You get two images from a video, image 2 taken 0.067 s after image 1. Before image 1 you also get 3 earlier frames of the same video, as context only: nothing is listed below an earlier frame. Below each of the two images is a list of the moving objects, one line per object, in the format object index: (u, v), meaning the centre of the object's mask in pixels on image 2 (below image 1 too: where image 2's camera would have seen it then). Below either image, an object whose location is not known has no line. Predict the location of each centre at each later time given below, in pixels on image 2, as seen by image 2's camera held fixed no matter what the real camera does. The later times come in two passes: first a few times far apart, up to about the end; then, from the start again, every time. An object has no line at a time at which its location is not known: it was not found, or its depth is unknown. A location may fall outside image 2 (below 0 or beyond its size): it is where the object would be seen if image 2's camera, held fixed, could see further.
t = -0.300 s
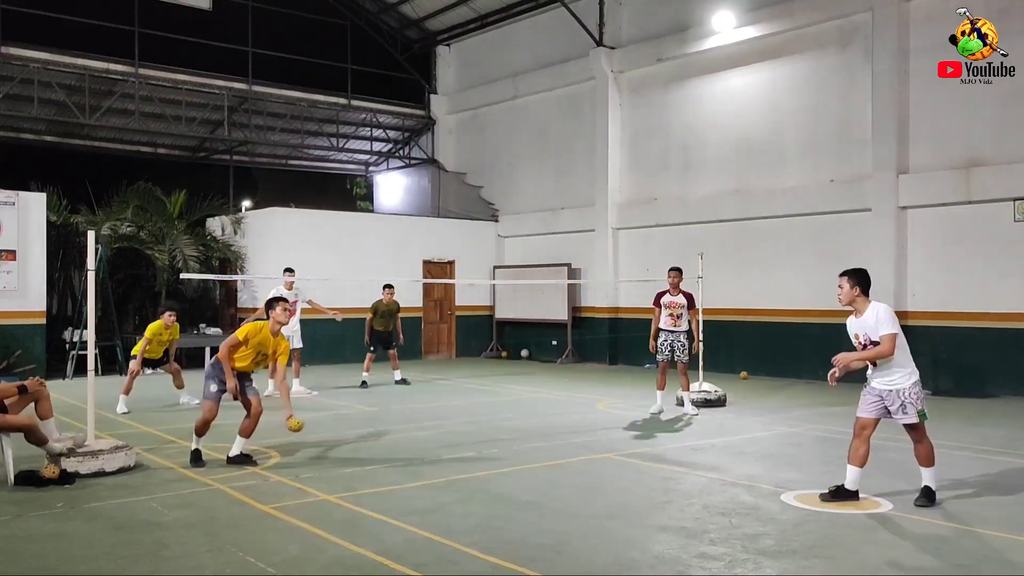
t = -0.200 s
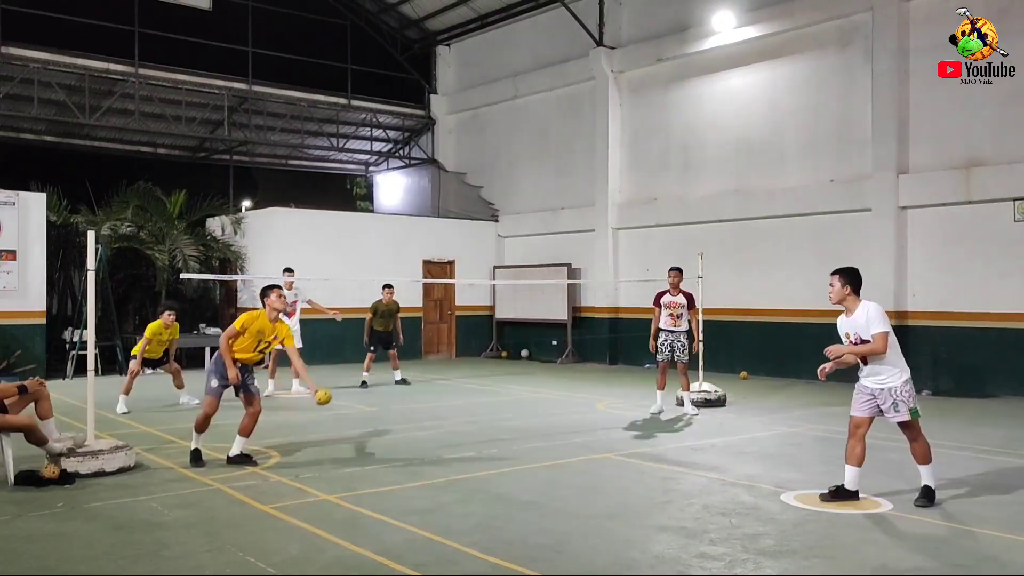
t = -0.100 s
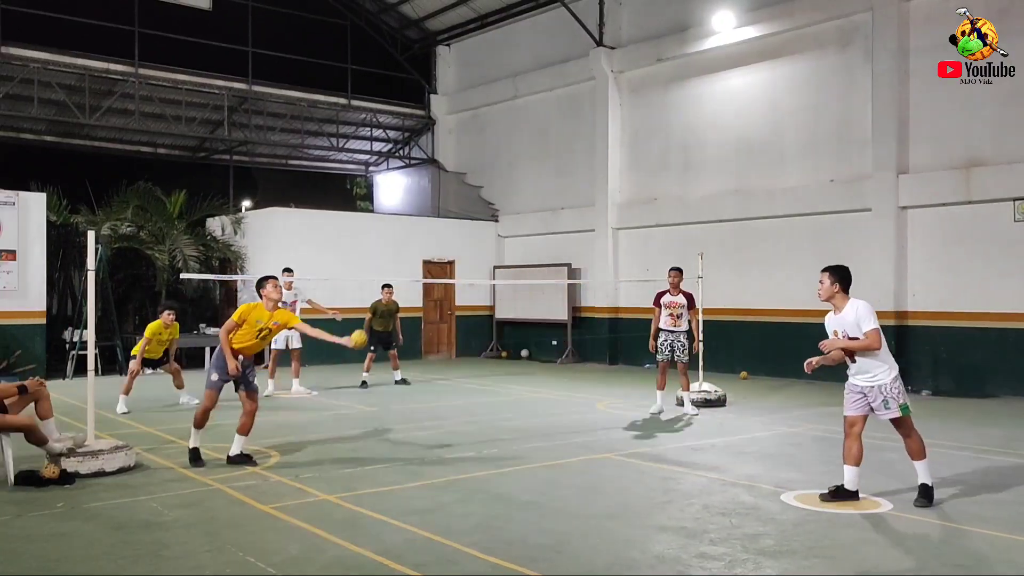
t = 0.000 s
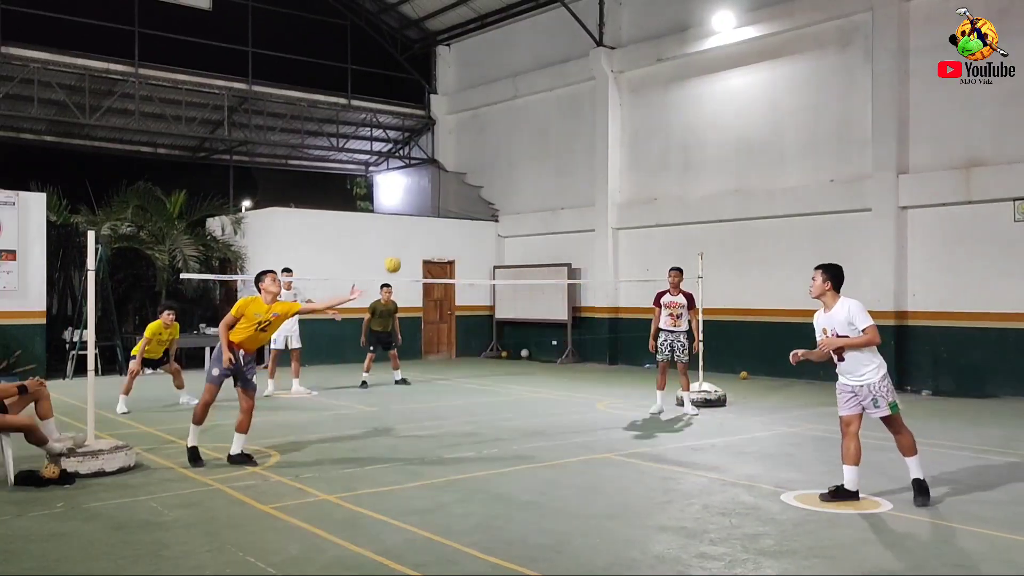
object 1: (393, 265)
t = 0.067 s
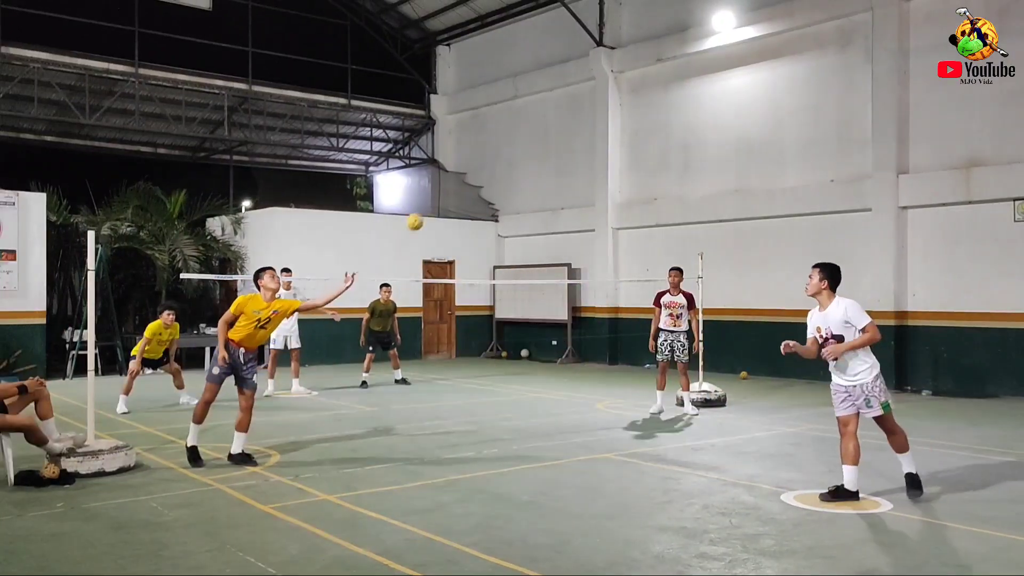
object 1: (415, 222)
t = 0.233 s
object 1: (469, 138)
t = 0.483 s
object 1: (557, 75)
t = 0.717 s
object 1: (643, 91)
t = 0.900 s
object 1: (714, 161)
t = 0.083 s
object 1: (419, 212)
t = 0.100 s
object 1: (425, 202)
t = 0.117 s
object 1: (431, 192)
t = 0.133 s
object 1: (436, 184)
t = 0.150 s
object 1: (441, 175)
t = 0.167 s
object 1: (446, 167)
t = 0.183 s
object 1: (452, 160)
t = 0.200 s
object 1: (458, 152)
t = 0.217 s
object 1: (463, 145)
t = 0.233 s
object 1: (469, 138)
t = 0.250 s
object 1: (474, 132)
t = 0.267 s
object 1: (480, 125)
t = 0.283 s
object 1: (486, 119)
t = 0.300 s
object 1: (492, 114)
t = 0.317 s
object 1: (498, 108)
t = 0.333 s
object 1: (503, 103)
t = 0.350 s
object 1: (509, 99)
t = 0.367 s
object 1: (515, 95)
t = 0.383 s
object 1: (521, 91)
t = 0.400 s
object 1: (527, 87)
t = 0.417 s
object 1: (533, 84)
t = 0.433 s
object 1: (538, 82)
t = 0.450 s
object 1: (544, 79)
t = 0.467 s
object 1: (551, 77)
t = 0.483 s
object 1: (557, 75)
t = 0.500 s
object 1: (562, 74)
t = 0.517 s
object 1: (569, 73)
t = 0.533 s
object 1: (575, 72)
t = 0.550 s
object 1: (581, 72)
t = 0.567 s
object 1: (587, 72)
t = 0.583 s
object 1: (593, 73)
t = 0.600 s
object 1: (599, 74)
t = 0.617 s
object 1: (605, 75)
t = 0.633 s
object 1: (611, 77)
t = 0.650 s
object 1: (618, 79)
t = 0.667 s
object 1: (624, 81)
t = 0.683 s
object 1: (630, 84)
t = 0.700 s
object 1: (636, 88)
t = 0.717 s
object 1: (643, 91)
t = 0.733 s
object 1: (650, 96)
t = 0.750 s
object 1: (656, 100)
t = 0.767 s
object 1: (663, 105)
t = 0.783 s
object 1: (669, 111)
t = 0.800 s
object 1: (676, 117)
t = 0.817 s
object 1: (682, 123)
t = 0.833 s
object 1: (689, 129)
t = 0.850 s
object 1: (695, 137)
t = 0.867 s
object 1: (701, 144)
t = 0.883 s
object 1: (708, 152)
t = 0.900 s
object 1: (714, 161)
